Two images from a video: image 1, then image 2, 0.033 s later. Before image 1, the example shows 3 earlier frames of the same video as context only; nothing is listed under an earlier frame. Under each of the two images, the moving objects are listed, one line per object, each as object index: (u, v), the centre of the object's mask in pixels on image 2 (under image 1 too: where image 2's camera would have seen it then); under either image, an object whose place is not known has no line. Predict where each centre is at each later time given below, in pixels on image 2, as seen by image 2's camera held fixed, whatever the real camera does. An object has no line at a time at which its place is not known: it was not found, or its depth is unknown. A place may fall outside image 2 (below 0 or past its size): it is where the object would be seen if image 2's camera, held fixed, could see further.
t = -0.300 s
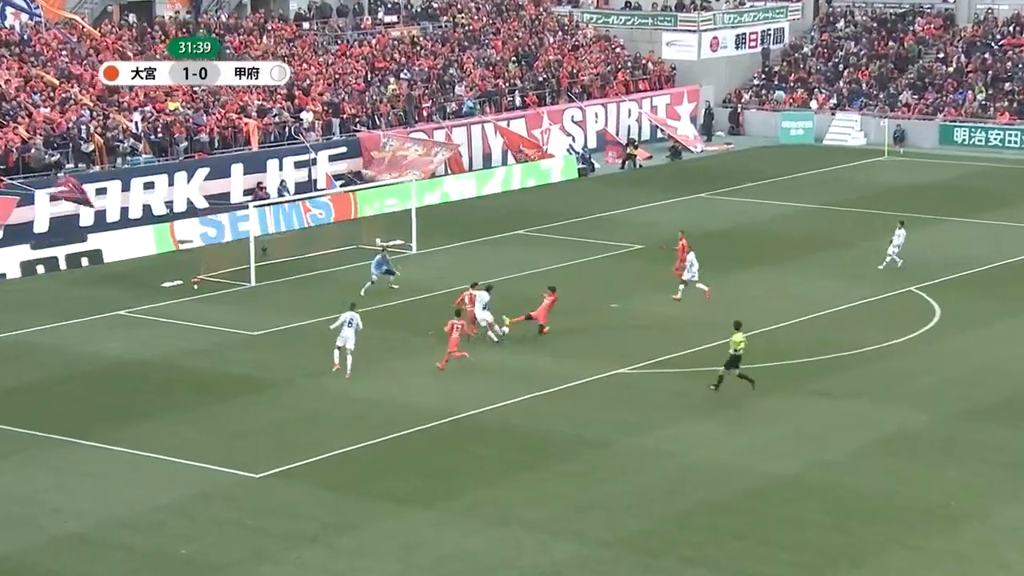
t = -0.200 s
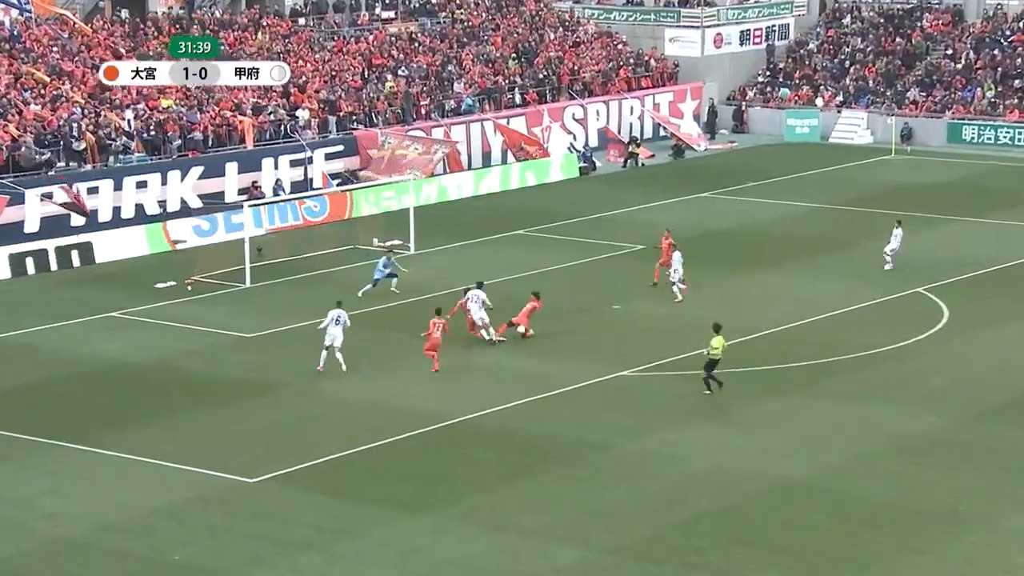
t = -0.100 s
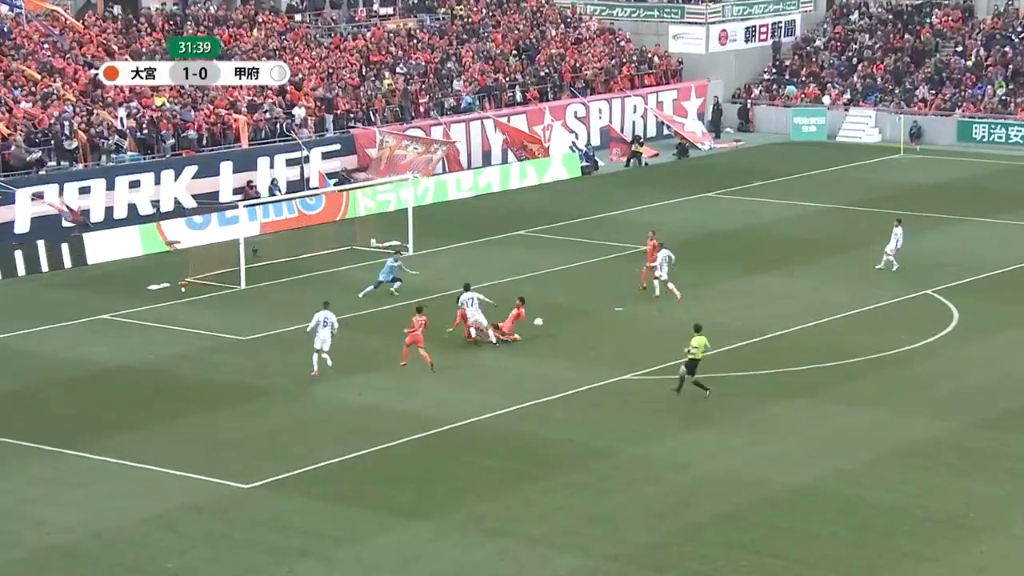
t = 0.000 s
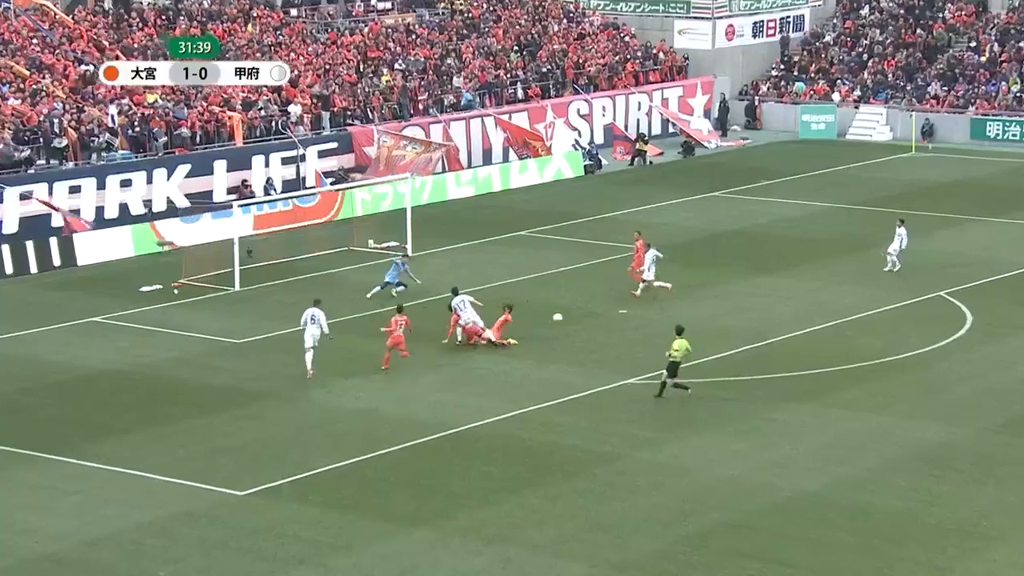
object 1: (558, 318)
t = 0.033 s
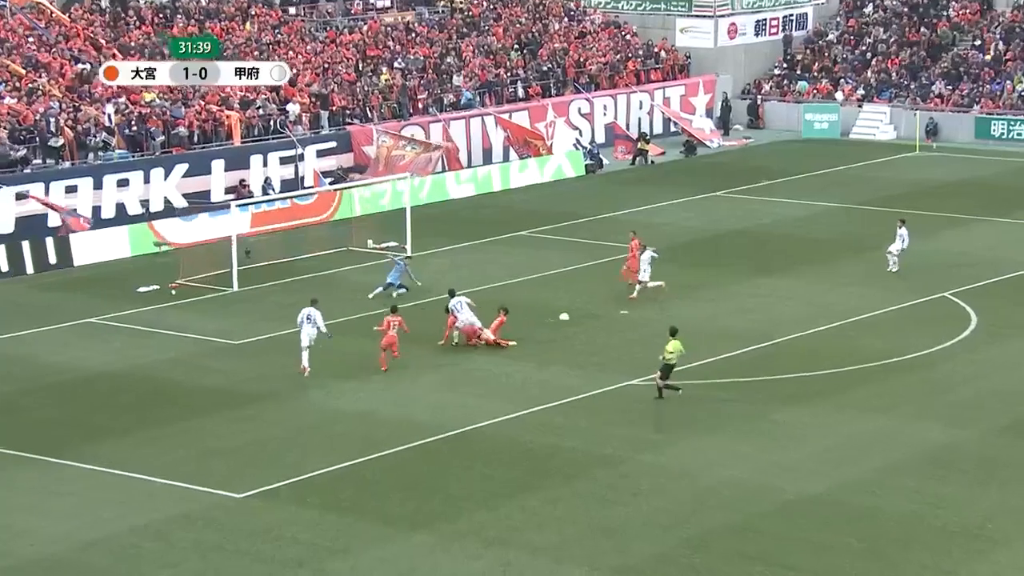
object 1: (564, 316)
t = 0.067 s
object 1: (570, 315)
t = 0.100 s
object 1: (576, 315)
